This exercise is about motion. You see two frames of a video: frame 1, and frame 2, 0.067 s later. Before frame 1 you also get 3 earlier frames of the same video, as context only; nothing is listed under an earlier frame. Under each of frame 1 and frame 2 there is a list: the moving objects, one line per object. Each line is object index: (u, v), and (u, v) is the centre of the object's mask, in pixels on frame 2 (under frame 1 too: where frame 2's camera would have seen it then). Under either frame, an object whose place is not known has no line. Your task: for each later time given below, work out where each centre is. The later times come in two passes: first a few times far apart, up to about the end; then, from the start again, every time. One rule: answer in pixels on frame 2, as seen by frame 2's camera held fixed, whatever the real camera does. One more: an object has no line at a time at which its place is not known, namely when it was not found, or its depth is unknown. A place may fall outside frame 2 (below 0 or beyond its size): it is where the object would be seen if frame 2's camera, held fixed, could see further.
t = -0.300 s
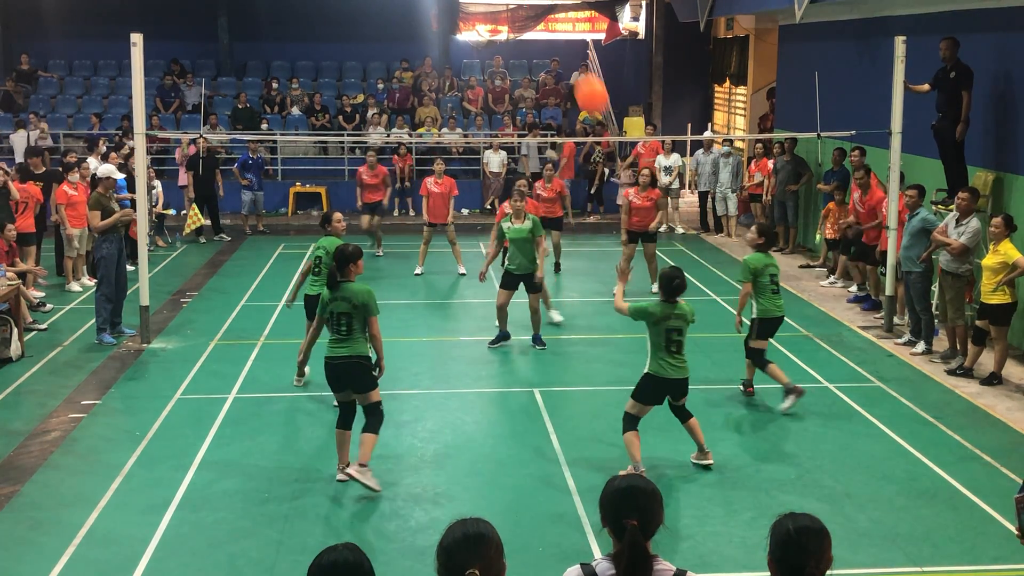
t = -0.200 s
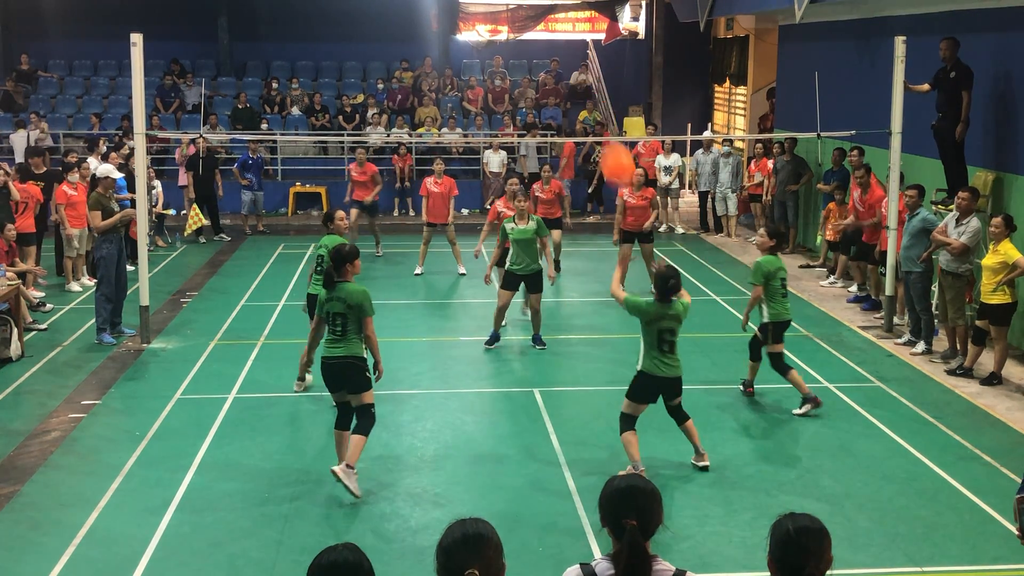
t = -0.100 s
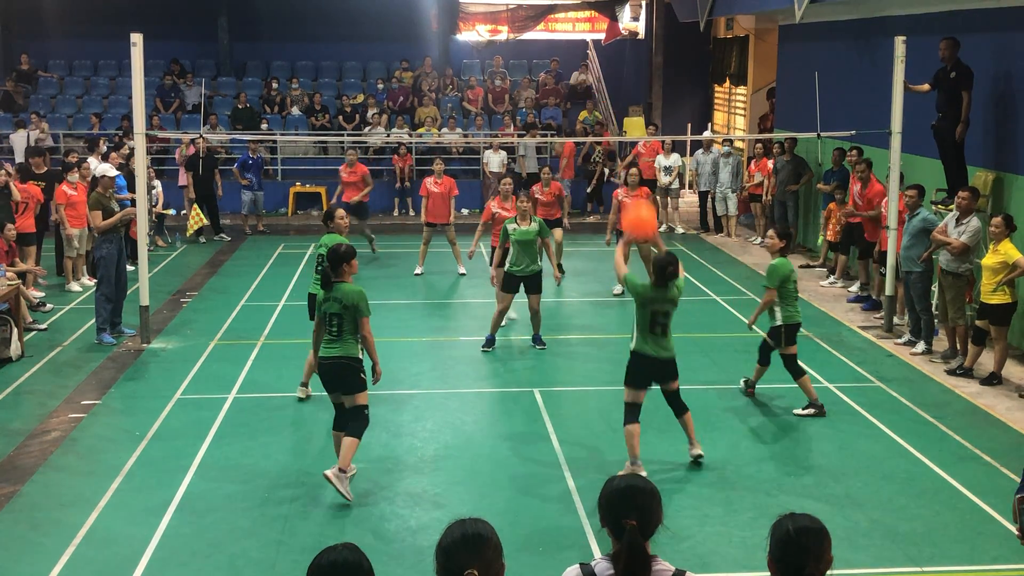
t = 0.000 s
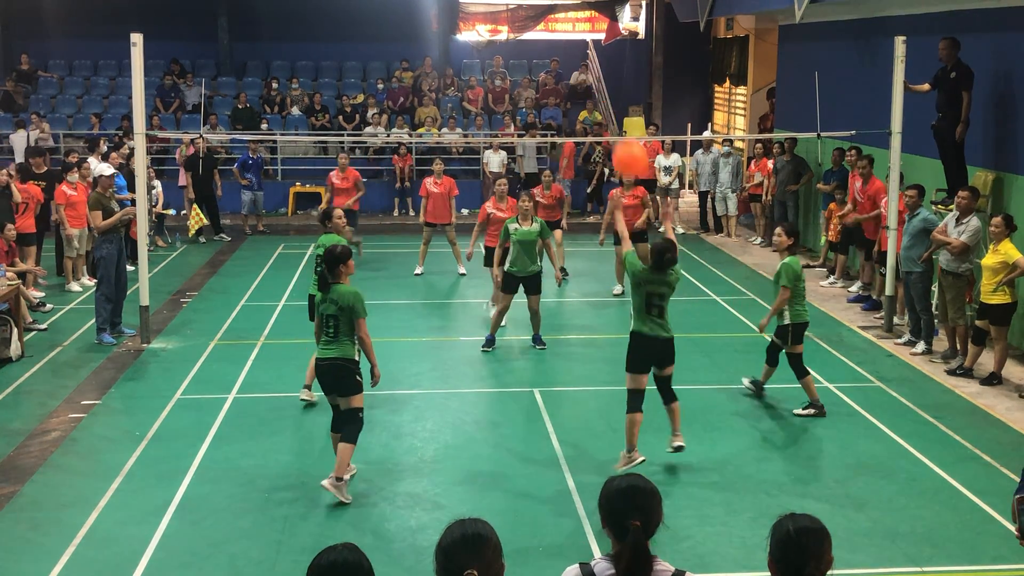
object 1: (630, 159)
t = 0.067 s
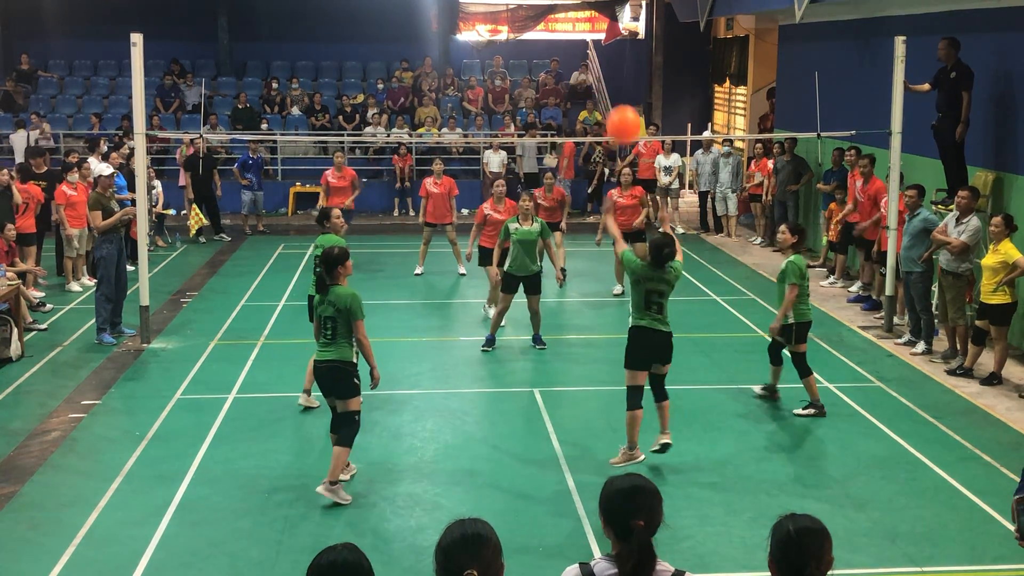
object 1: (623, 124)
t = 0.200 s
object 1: (611, 78)
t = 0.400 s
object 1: (593, 56)
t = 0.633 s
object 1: (573, 91)
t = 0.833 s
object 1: (557, 168)
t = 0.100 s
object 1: (620, 110)
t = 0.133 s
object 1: (618, 98)
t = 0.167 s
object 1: (614, 88)
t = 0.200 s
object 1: (611, 78)
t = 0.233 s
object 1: (608, 70)
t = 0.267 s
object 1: (605, 64)
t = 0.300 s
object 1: (602, 60)
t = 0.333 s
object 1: (599, 57)
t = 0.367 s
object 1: (596, 55)
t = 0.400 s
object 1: (593, 56)
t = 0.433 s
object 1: (590, 56)
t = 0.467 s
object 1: (587, 59)
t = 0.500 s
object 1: (584, 63)
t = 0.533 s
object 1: (581, 68)
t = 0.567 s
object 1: (579, 75)
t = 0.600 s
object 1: (575, 83)
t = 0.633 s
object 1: (573, 91)
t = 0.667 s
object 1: (570, 101)
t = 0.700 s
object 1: (568, 113)
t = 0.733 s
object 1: (565, 123)
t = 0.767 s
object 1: (562, 139)
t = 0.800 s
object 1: (560, 154)
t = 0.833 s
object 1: (557, 168)
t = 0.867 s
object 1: (554, 187)
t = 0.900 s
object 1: (552, 203)
